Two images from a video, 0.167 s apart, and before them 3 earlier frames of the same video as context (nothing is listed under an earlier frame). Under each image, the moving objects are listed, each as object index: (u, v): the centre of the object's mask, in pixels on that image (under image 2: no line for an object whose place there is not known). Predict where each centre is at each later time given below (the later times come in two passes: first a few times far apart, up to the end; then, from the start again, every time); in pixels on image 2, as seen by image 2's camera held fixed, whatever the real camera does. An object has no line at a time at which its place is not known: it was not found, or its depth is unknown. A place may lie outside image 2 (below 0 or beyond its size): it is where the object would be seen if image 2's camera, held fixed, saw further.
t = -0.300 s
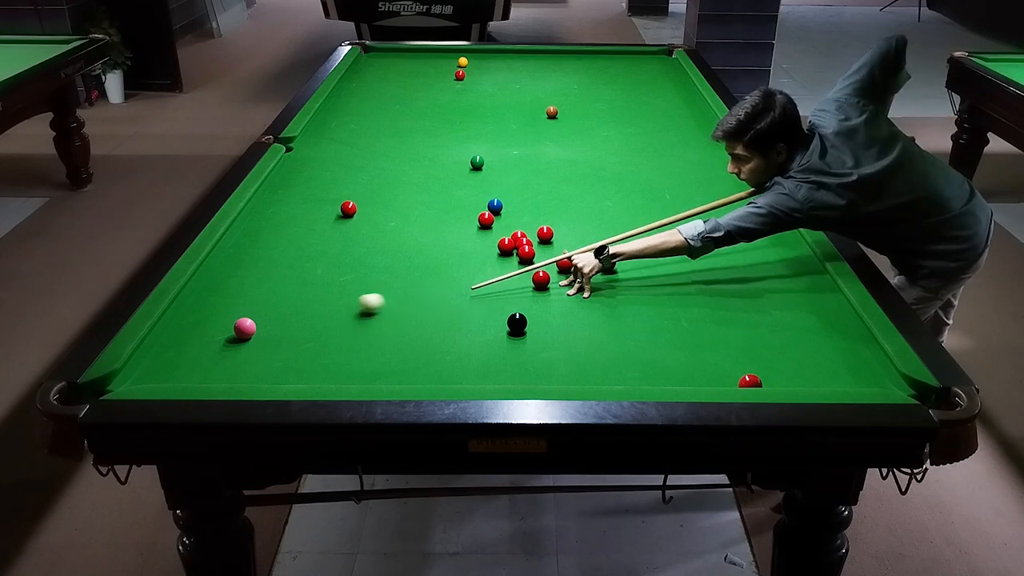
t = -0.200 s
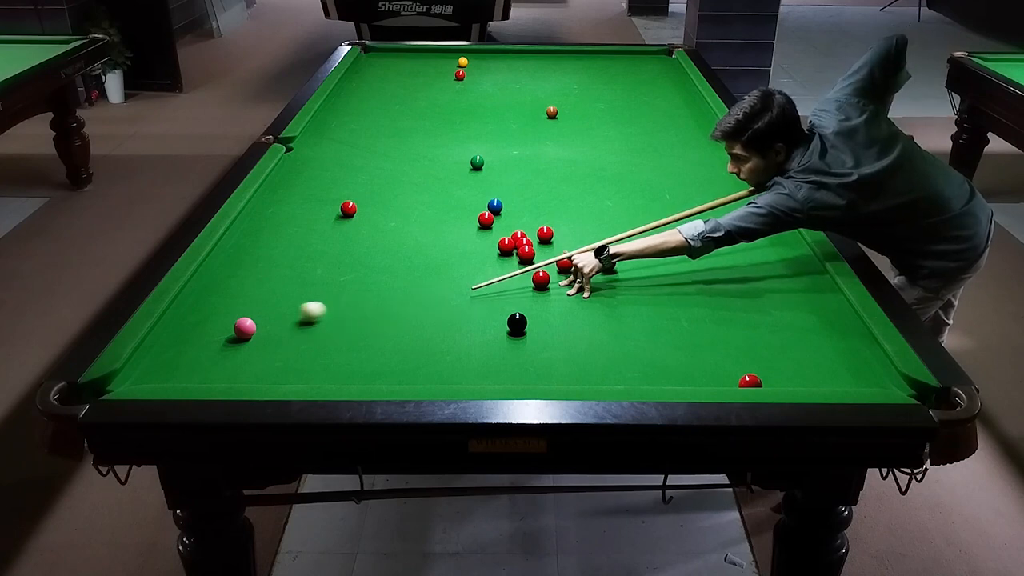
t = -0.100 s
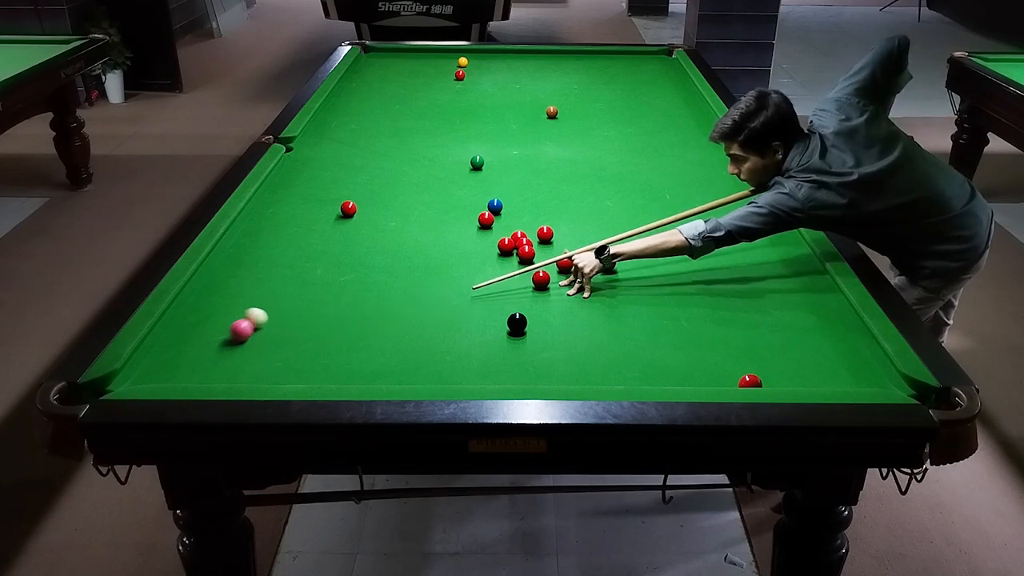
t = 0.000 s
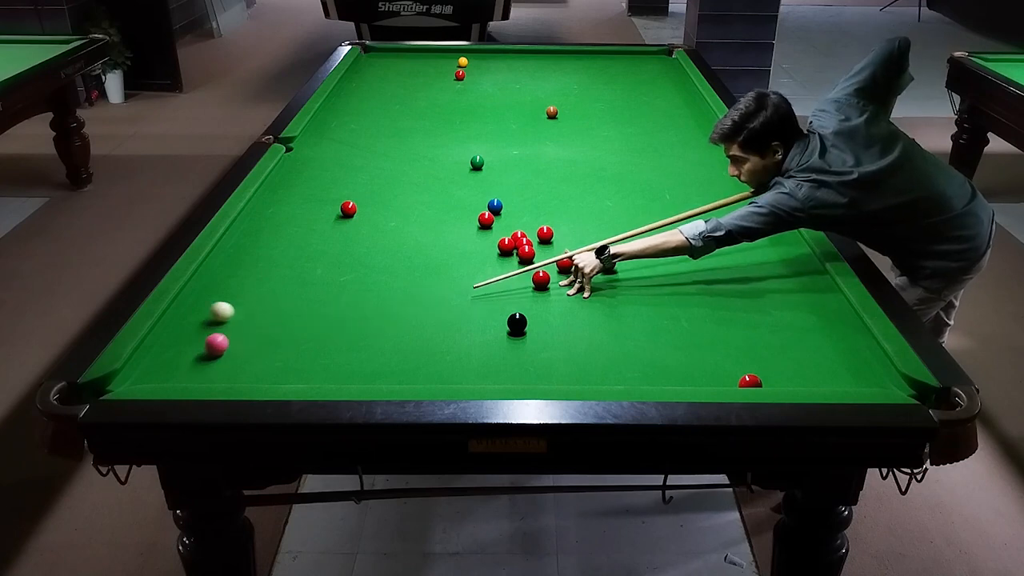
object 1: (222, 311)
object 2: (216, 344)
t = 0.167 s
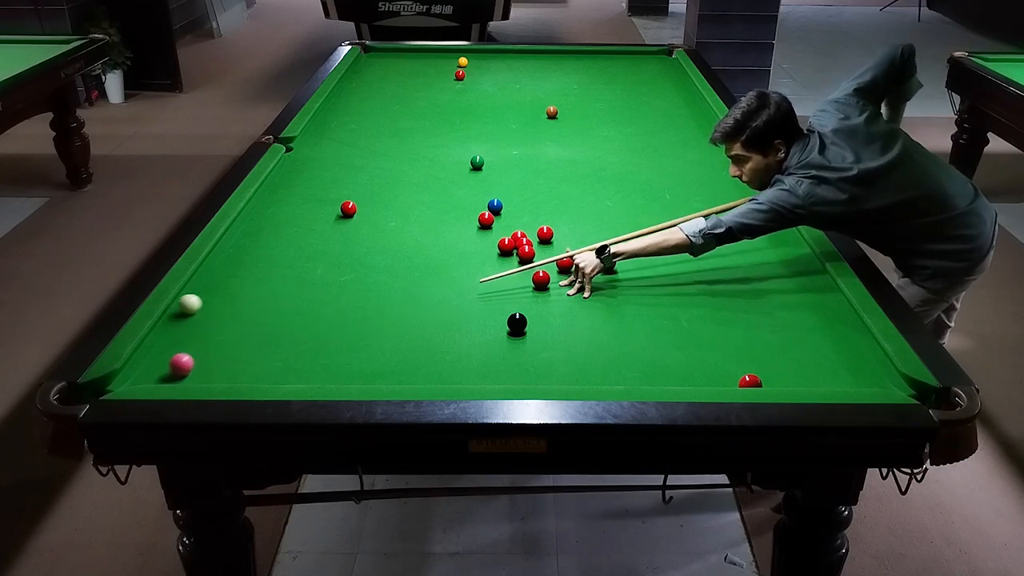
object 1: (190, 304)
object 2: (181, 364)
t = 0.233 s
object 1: (209, 301)
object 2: (167, 372)
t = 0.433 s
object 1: (260, 291)
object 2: (135, 377)
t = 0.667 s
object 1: (314, 281)
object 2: (137, 373)
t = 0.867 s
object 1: (358, 273)
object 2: (155, 370)
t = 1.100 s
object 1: (404, 265)
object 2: (173, 366)
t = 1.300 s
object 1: (440, 258)
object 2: (186, 364)
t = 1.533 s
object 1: (478, 250)
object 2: (199, 361)
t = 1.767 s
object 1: (490, 246)
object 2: (209, 359)
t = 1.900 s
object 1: (489, 245)
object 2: (214, 358)
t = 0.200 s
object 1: (200, 302)
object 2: (174, 368)
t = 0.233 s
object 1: (209, 301)
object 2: (167, 372)
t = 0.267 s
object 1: (217, 299)
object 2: (160, 375)
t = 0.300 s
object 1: (226, 298)
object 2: (152, 377)
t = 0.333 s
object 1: (234, 296)
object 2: (146, 379)
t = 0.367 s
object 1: (243, 294)
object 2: (142, 378)
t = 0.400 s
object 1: (251, 293)
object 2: (139, 378)
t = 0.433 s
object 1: (260, 291)
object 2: (135, 377)
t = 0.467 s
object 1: (268, 290)
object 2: (132, 377)
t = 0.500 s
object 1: (276, 288)
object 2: (129, 376)
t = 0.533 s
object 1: (284, 287)
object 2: (126, 375)
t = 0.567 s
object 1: (292, 286)
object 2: (127, 375)
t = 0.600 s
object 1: (299, 284)
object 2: (131, 374)
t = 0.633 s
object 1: (307, 283)
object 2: (134, 373)
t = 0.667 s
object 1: (314, 281)
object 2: (137, 373)
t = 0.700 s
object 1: (322, 280)
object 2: (140, 372)
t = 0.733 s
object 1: (329, 278)
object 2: (143, 372)
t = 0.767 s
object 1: (336, 277)
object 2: (146, 371)
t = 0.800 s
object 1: (344, 276)
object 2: (149, 371)
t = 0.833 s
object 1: (351, 274)
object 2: (152, 370)
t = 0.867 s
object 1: (358, 273)
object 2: (155, 370)
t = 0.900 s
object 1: (364, 272)
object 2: (158, 369)
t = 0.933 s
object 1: (371, 271)
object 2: (160, 369)
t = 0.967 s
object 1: (378, 269)
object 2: (163, 368)
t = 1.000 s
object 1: (385, 268)
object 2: (166, 368)
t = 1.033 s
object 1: (391, 267)
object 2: (168, 367)
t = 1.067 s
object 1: (398, 266)
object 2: (170, 367)
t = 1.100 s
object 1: (404, 265)
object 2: (173, 366)
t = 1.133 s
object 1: (410, 263)
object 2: (175, 366)
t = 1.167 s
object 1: (416, 262)
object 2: (177, 366)
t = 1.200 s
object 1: (422, 261)
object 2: (180, 365)
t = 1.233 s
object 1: (428, 260)
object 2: (182, 364)
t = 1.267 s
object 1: (434, 259)
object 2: (184, 364)
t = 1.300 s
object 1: (440, 258)
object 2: (186, 364)
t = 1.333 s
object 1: (446, 257)
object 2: (188, 363)
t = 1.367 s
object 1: (451, 255)
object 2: (190, 363)
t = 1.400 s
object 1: (457, 254)
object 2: (192, 362)
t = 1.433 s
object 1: (462, 253)
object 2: (194, 362)
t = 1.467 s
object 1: (468, 252)
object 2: (195, 362)
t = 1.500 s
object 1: (473, 251)
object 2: (197, 361)
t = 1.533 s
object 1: (478, 250)
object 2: (199, 361)
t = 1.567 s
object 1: (483, 249)
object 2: (200, 361)
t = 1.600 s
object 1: (488, 248)
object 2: (202, 360)
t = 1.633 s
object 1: (489, 248)
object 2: (203, 360)
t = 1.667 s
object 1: (490, 247)
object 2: (205, 360)
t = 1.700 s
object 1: (490, 247)
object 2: (206, 359)
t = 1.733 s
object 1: (490, 246)
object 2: (207, 359)
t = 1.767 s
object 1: (490, 246)
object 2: (209, 359)
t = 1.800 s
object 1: (490, 246)
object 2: (210, 359)
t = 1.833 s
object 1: (490, 245)
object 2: (211, 358)
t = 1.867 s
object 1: (490, 245)
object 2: (213, 358)
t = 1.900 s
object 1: (489, 245)
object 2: (214, 358)
